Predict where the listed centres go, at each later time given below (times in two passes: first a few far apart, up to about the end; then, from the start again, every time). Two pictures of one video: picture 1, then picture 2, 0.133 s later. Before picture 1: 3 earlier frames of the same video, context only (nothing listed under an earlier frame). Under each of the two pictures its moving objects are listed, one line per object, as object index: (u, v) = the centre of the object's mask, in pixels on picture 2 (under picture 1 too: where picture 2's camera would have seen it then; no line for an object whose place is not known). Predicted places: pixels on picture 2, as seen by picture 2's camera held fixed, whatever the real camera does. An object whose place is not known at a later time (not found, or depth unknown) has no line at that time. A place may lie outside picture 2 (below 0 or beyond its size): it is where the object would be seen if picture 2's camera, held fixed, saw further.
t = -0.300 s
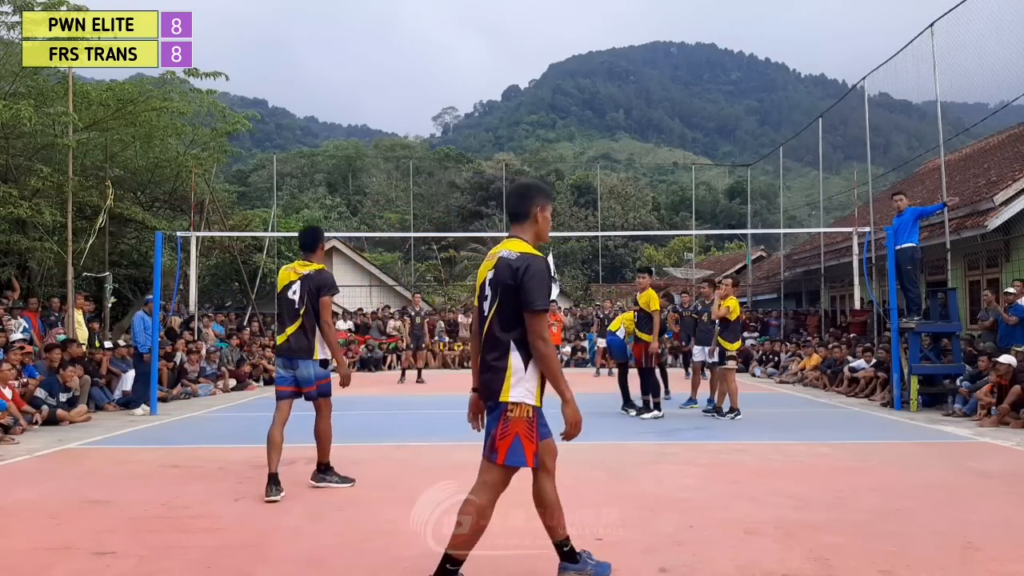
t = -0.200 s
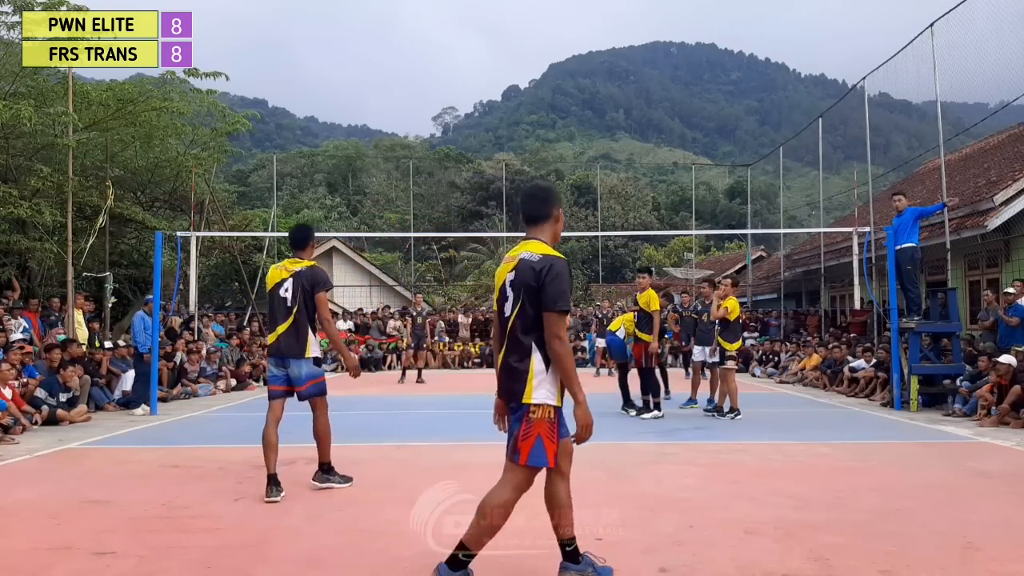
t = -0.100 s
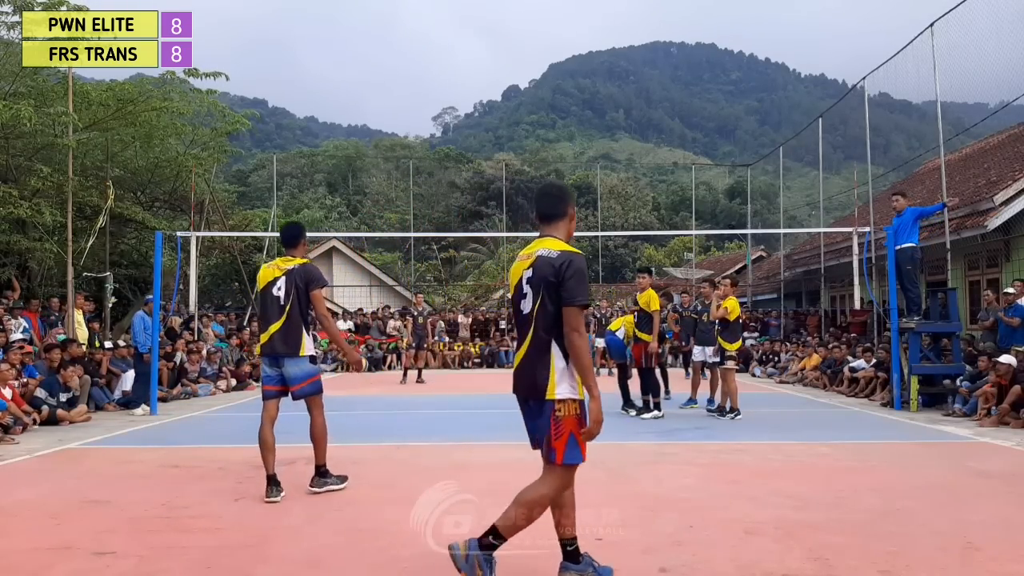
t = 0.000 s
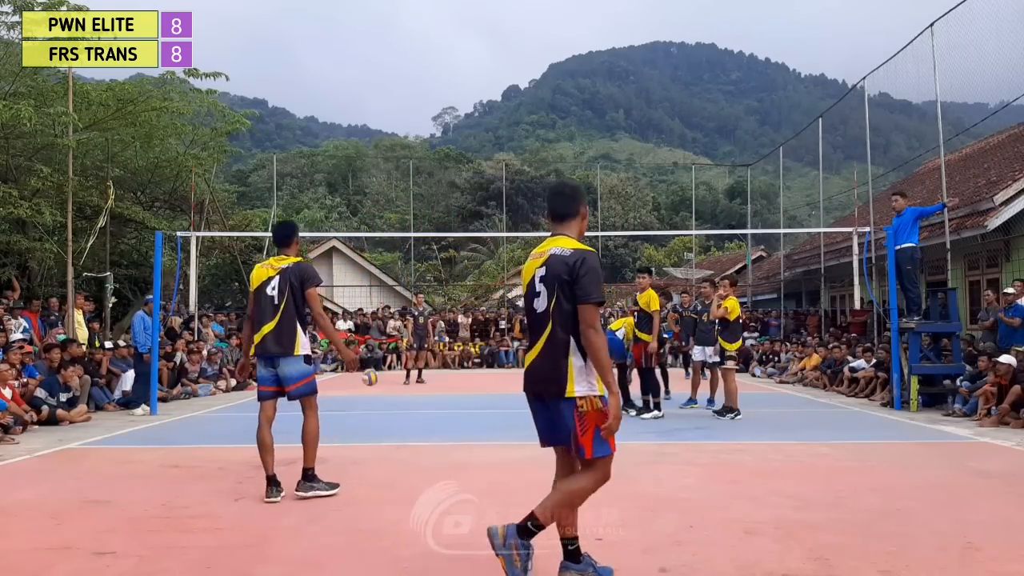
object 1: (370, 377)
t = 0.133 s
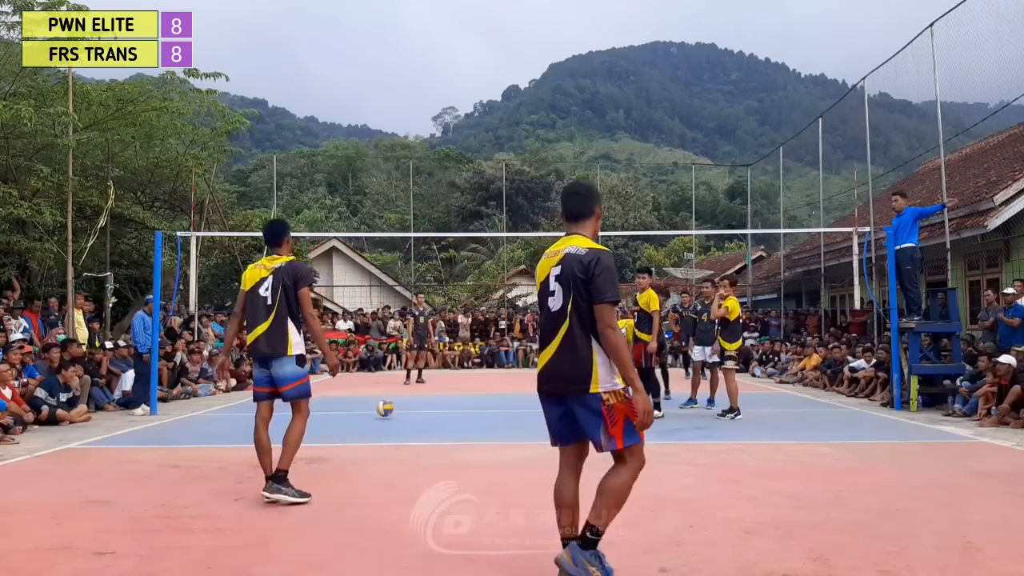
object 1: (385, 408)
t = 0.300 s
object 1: (404, 386)
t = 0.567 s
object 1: (439, 383)
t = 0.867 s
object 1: (483, 409)
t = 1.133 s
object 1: (528, 402)
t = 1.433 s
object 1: (588, 426)
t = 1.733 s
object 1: (659, 450)
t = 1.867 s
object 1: (696, 450)
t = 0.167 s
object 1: (388, 409)
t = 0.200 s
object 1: (392, 402)
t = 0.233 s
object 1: (396, 396)
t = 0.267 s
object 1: (400, 390)
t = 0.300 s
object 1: (404, 386)
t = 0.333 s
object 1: (408, 382)
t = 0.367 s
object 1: (413, 380)
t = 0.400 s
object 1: (416, 378)
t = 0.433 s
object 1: (420, 377)
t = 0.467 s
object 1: (425, 377)
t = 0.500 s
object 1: (431, 378)
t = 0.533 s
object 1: (434, 380)
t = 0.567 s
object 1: (439, 383)
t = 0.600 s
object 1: (444, 388)
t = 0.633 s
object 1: (449, 393)
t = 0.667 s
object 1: (453, 399)
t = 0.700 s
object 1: (458, 406)
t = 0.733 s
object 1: (463, 415)
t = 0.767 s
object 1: (469, 425)
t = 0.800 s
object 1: (474, 420)
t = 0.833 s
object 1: (479, 414)
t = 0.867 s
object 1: (483, 409)
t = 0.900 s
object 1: (488, 404)
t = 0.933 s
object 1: (494, 401)
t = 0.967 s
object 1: (499, 398)
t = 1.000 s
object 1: (505, 397)
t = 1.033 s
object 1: (511, 397)
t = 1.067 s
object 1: (516, 398)
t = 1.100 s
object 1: (522, 399)
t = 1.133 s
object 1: (528, 402)
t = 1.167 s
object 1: (534, 407)
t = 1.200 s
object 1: (541, 413)
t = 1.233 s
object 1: (547, 420)
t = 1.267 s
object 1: (554, 429)
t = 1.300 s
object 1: (560, 439)
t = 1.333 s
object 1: (567, 442)
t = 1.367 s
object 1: (574, 435)
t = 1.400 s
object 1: (581, 430)
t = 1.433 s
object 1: (588, 426)
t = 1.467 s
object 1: (595, 423)
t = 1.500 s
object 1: (602, 421)
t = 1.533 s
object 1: (610, 422)
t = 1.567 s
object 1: (617, 422)
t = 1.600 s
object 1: (625, 425)
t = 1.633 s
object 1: (633, 429)
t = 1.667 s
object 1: (642, 434)
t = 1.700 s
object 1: (651, 441)
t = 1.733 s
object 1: (659, 450)
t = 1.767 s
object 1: (669, 460)
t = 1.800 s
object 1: (678, 462)
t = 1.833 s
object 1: (687, 455)
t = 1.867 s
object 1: (696, 450)
